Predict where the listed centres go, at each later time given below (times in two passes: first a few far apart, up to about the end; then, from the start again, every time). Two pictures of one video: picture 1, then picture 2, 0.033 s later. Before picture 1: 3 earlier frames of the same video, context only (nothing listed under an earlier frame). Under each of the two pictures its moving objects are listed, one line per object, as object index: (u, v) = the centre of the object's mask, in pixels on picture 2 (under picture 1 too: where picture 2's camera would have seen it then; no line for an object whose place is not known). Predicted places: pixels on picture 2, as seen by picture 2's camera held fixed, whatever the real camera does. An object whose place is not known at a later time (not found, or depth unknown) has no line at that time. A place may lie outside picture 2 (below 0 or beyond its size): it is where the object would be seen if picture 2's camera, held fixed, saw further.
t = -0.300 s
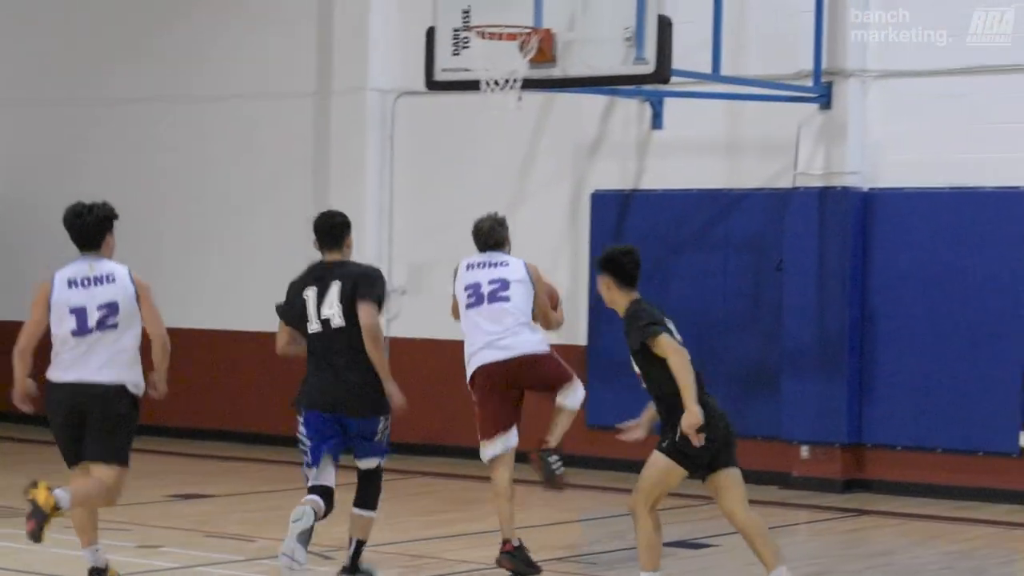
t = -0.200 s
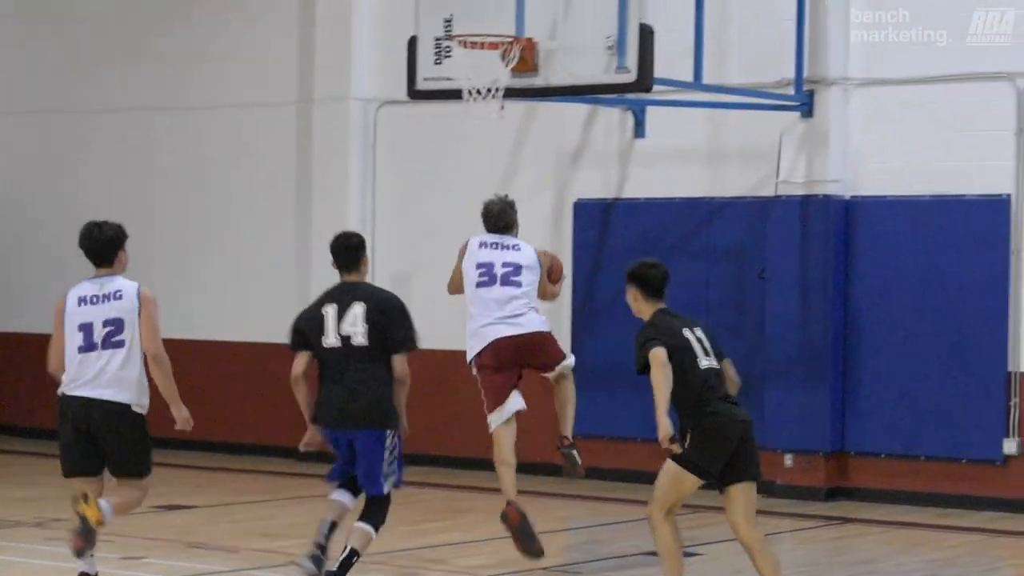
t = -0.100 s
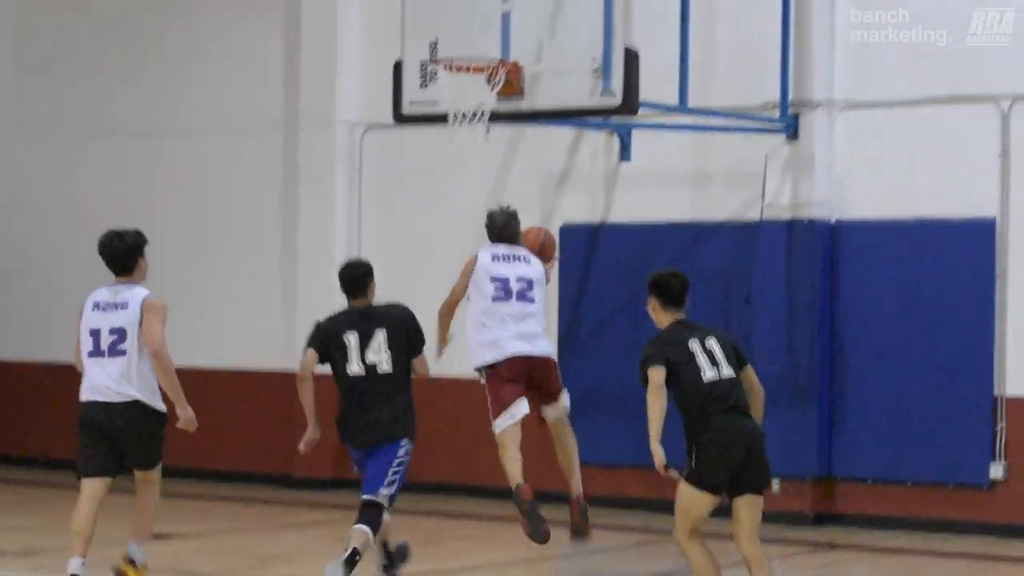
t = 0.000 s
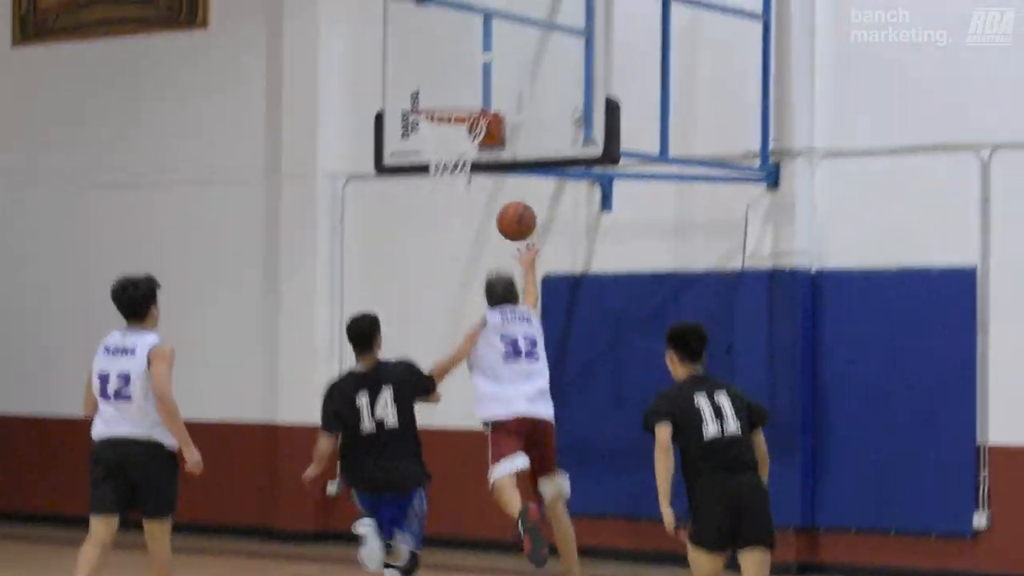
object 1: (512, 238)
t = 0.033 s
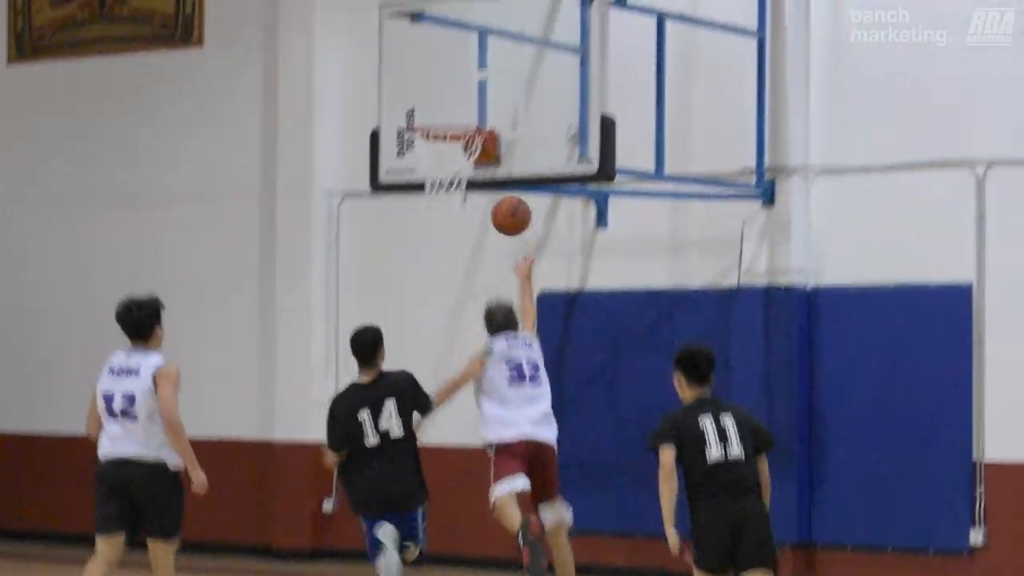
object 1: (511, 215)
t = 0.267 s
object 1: (504, 113)
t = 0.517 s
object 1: (484, 101)
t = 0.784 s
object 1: (420, 164)
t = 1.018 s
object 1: (424, 246)
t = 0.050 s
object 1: (510, 205)
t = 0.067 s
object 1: (510, 195)
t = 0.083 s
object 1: (510, 185)
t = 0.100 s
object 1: (510, 177)
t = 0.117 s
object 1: (509, 168)
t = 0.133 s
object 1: (509, 160)
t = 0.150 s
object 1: (509, 151)
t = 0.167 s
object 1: (508, 144)
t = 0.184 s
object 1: (507, 138)
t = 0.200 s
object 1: (507, 132)
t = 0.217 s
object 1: (506, 127)
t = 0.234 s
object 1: (505, 122)
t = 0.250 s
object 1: (505, 117)
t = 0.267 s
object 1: (504, 113)
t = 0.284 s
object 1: (504, 110)
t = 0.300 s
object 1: (504, 107)
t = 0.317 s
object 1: (503, 104)
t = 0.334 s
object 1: (503, 102)
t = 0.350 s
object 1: (502, 101)
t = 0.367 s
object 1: (502, 99)
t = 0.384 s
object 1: (501, 98)
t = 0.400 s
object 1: (501, 98)
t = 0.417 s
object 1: (501, 98)
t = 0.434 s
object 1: (500, 99)
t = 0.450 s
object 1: (500, 100)
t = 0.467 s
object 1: (497, 100)
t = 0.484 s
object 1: (493, 100)
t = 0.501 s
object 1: (489, 100)
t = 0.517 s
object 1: (484, 101)
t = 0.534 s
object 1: (479, 101)
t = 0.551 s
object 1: (475, 103)
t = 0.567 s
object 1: (471, 105)
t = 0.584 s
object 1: (466, 107)
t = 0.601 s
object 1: (461, 109)
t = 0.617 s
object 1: (457, 110)
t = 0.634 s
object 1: (452, 112)
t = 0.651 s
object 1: (446, 115)
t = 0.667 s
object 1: (442, 118)
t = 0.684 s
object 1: (434, 125)
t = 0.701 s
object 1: (433, 137)
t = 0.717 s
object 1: (429, 144)
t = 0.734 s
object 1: (425, 148)
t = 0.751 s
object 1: (423, 151)
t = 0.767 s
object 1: (421, 157)
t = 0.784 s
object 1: (420, 164)
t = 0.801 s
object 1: (419, 167)
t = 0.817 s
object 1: (420, 171)
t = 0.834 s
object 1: (418, 173)
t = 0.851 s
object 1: (419, 178)
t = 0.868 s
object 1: (420, 182)
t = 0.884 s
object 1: (420, 192)
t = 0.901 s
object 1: (419, 193)
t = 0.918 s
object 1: (419, 197)
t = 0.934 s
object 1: (419, 203)
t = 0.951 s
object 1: (423, 216)
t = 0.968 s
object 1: (424, 223)
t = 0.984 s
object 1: (424, 230)
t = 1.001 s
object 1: (424, 238)
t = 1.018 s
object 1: (424, 246)
